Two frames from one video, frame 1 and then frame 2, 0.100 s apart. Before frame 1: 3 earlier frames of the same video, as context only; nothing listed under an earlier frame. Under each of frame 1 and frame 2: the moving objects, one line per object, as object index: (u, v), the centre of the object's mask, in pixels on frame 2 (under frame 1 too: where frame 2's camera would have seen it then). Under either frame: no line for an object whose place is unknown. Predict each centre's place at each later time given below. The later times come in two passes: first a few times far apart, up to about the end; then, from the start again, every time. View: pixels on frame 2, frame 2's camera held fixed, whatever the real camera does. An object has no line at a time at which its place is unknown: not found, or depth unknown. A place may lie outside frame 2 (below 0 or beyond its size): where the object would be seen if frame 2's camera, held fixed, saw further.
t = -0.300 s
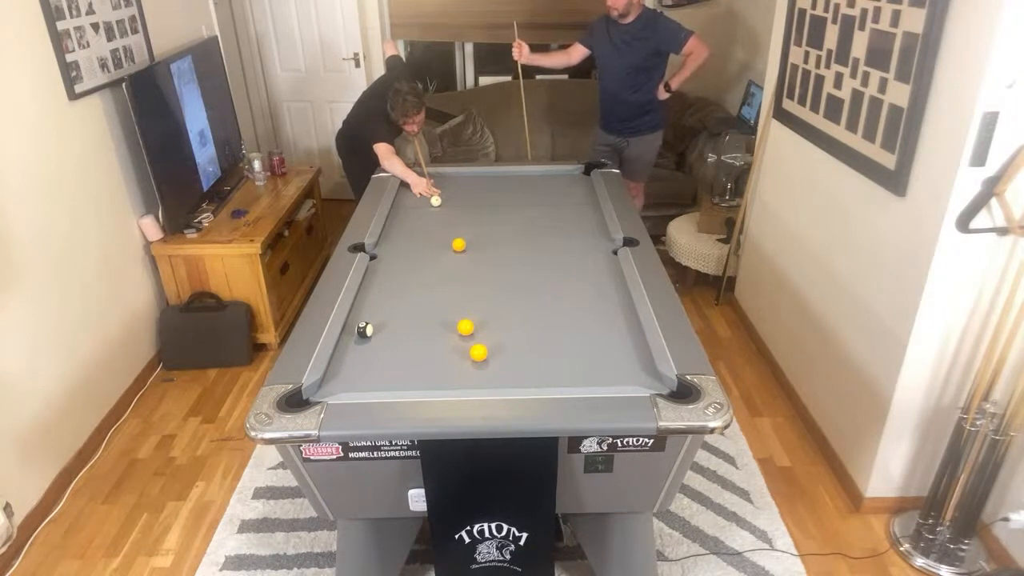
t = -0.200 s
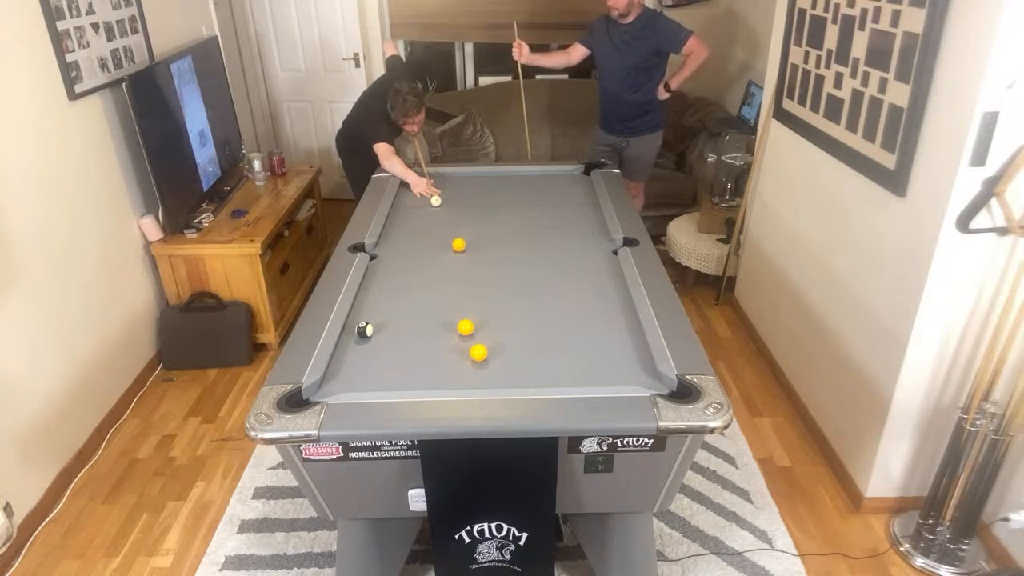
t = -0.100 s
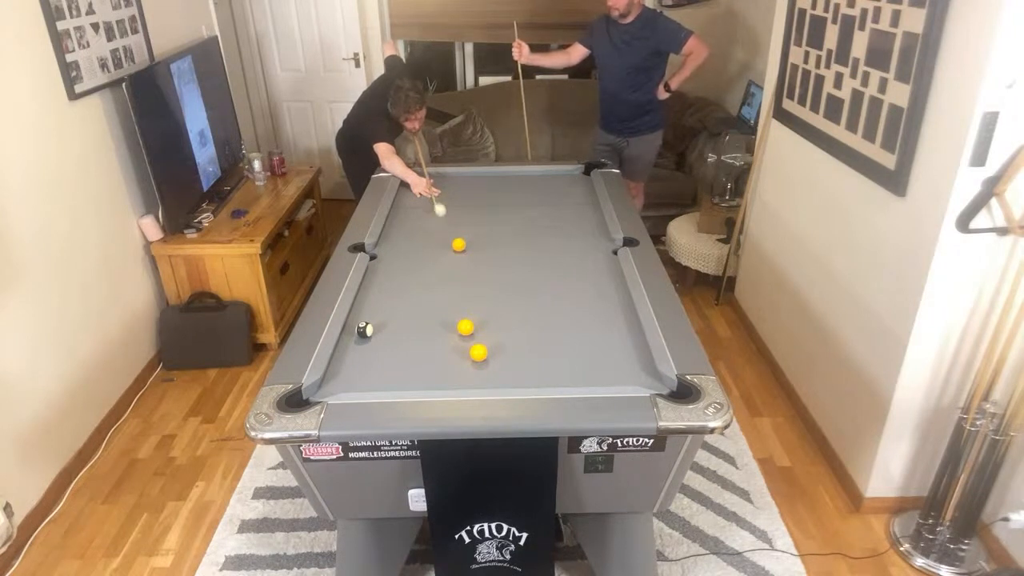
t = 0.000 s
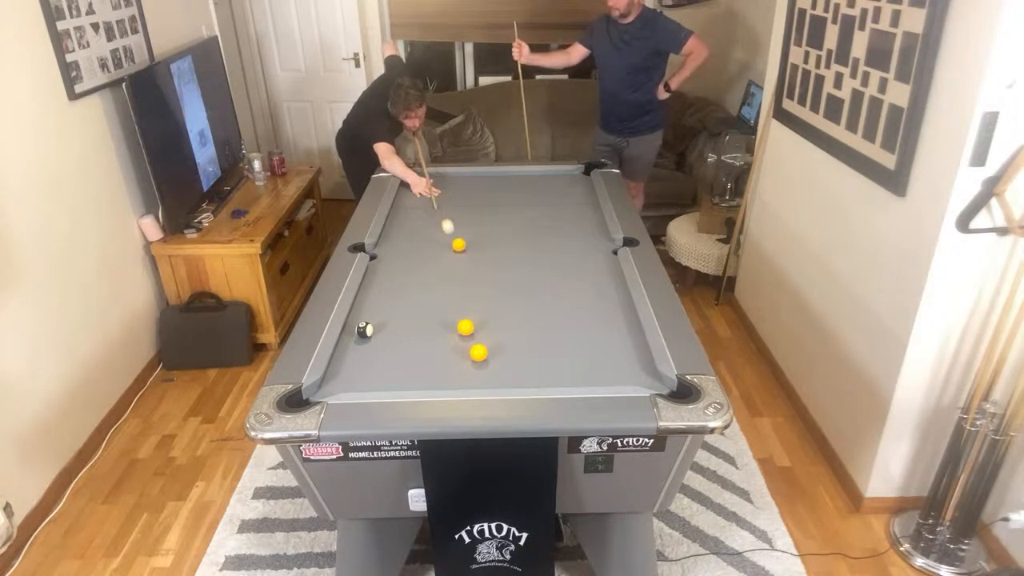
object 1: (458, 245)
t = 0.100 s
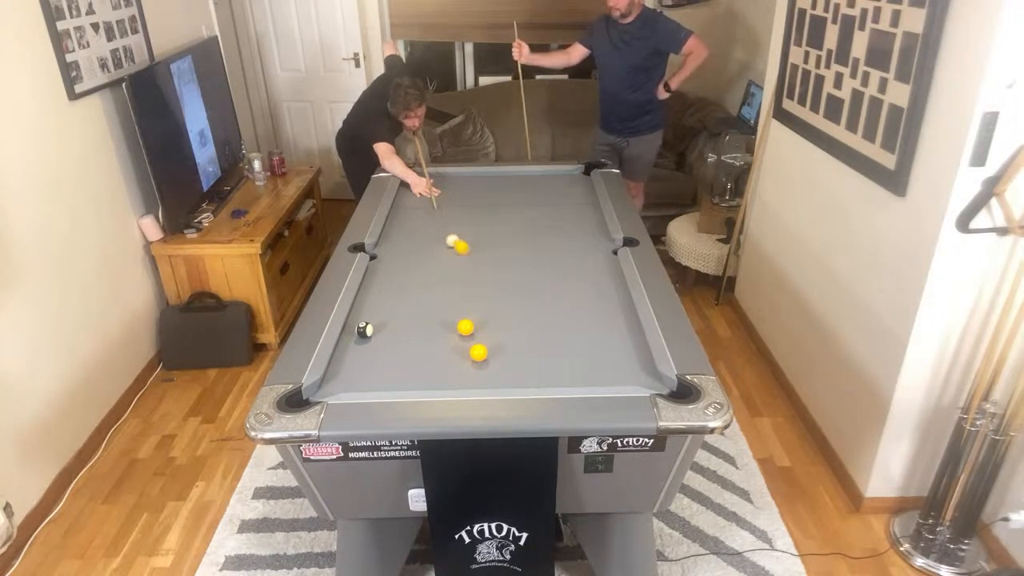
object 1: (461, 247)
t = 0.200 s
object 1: (475, 260)
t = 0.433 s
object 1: (502, 287)
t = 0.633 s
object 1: (527, 311)
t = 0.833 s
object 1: (556, 339)
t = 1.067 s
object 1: (594, 375)
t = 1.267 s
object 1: (613, 366)
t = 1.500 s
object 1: (629, 344)
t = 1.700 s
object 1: (630, 329)
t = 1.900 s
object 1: (617, 316)
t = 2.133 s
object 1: (603, 303)
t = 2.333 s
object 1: (592, 293)
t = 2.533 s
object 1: (582, 284)
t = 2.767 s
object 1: (572, 274)
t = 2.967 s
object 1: (564, 267)
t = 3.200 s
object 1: (556, 259)
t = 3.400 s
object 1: (549, 253)
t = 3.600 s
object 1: (543, 247)
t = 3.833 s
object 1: (537, 241)
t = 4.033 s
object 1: (531, 237)
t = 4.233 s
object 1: (526, 233)
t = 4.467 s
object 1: (521, 228)
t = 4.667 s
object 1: (517, 225)
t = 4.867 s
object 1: (513, 222)
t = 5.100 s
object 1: (509, 219)
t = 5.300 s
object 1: (506, 217)
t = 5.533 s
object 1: (503, 215)
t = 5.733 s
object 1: (501, 213)
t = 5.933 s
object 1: (499, 211)
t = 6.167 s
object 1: (497, 210)
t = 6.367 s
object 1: (496, 209)
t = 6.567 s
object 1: (496, 209)
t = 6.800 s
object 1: (495, 208)
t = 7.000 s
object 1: (495, 208)
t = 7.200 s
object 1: (495, 208)
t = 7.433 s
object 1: (495, 208)
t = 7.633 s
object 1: (495, 208)
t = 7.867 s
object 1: (495, 208)
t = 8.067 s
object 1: (495, 208)
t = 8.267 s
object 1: (495, 208)
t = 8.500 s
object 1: (495, 208)
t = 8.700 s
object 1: (495, 208)
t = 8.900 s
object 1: (495, 208)
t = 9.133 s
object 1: (495, 208)
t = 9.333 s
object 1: (495, 208)
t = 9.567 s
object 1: (495, 208)
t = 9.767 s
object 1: (495, 208)
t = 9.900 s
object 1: (495, 208)
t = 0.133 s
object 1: (466, 252)
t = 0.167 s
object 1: (470, 256)
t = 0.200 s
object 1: (475, 260)
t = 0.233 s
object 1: (478, 264)
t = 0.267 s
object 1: (482, 268)
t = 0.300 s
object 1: (486, 272)
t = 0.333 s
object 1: (490, 275)
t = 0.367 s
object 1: (494, 279)
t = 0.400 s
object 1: (498, 283)
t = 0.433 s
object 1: (502, 287)
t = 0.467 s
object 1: (506, 291)
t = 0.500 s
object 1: (510, 295)
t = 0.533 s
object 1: (515, 299)
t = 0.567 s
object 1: (519, 303)
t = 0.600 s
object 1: (523, 307)
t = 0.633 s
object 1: (527, 311)
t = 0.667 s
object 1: (532, 316)
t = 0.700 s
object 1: (536, 320)
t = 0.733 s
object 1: (541, 325)
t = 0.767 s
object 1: (546, 330)
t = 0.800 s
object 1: (551, 334)
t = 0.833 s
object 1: (556, 339)
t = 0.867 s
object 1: (561, 344)
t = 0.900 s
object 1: (567, 349)
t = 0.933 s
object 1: (572, 354)
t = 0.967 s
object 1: (577, 359)
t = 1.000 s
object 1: (582, 364)
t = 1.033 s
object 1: (588, 370)
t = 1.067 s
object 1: (594, 375)
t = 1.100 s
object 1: (599, 379)
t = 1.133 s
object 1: (604, 379)
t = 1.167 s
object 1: (606, 377)
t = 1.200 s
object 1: (608, 373)
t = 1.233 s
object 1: (611, 369)
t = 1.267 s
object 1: (613, 366)
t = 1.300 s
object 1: (616, 362)
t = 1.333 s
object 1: (618, 359)
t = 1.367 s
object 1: (620, 356)
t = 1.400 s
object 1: (623, 353)
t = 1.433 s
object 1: (624, 350)
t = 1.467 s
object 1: (627, 347)
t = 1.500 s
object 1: (629, 344)
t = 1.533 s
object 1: (631, 341)
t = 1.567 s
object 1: (633, 338)
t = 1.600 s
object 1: (635, 336)
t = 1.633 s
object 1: (634, 333)
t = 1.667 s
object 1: (632, 331)
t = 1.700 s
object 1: (630, 329)
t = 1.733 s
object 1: (628, 327)
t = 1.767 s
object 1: (625, 324)
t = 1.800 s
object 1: (623, 322)
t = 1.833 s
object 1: (621, 320)
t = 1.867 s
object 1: (619, 318)
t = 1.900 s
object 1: (617, 316)
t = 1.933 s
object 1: (615, 314)
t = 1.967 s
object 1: (613, 312)
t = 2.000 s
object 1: (611, 310)
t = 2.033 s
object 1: (609, 308)
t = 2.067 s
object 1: (607, 307)
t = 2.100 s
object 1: (605, 305)
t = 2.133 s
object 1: (603, 303)
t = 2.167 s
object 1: (601, 301)
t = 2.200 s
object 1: (599, 300)
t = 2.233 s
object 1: (597, 298)
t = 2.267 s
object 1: (596, 296)
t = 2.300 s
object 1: (594, 295)
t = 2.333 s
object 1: (592, 293)
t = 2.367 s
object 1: (590, 292)
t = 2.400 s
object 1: (589, 290)
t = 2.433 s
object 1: (587, 289)
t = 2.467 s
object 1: (585, 287)
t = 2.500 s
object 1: (584, 286)
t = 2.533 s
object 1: (582, 284)
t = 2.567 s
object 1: (581, 283)
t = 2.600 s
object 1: (579, 281)
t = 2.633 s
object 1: (578, 280)
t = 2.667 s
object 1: (576, 278)
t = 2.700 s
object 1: (575, 277)
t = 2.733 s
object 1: (573, 276)
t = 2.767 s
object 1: (572, 274)
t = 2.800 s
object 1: (571, 273)
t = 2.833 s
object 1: (569, 272)
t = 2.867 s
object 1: (568, 270)
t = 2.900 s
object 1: (566, 269)
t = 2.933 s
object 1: (565, 268)
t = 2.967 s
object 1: (564, 267)
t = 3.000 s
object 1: (563, 266)
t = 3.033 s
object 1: (562, 264)
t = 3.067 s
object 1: (560, 264)
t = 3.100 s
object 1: (559, 262)
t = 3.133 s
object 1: (558, 261)
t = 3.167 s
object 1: (557, 260)
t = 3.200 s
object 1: (556, 259)
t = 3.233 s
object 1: (555, 258)
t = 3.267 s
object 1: (553, 257)
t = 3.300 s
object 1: (552, 256)
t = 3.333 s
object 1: (551, 255)
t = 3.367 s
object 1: (550, 254)
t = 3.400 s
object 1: (549, 253)
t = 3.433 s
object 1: (548, 252)
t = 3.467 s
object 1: (547, 251)
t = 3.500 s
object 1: (546, 250)
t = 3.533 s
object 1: (545, 249)
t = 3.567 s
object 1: (544, 248)
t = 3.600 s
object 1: (543, 247)
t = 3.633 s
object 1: (542, 246)
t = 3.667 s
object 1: (541, 246)
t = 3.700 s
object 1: (540, 245)
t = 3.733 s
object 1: (539, 244)
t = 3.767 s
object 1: (538, 243)
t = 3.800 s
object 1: (538, 242)
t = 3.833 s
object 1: (537, 241)
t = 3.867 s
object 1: (536, 241)
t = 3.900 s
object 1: (535, 240)
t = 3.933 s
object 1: (534, 239)
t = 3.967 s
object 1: (533, 238)
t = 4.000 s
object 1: (532, 238)
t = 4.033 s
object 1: (531, 237)
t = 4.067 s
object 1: (531, 236)
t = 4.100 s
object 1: (530, 235)
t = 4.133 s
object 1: (529, 235)
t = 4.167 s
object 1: (528, 234)
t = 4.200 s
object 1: (527, 233)
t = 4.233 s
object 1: (526, 233)
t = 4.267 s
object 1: (526, 232)
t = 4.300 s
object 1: (525, 231)
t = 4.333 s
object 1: (524, 231)
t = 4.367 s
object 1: (523, 230)
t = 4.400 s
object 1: (523, 229)
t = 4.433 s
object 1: (522, 229)
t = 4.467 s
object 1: (521, 228)
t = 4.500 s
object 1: (520, 228)
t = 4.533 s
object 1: (520, 227)
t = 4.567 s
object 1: (519, 227)
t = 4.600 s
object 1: (518, 226)
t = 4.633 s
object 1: (518, 225)
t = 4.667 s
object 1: (517, 225)
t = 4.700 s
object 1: (516, 224)
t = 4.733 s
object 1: (516, 224)
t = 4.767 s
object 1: (515, 224)
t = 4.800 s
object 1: (515, 223)
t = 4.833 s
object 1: (514, 223)
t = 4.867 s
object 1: (513, 222)
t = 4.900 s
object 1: (513, 222)
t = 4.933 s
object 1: (512, 221)
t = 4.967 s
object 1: (511, 221)
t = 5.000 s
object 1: (511, 220)
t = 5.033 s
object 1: (510, 220)
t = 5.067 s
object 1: (510, 220)
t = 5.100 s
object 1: (509, 219)
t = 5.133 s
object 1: (509, 219)
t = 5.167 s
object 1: (508, 219)
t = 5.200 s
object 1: (508, 218)
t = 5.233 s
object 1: (507, 218)
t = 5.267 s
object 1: (507, 217)
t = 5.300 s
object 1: (506, 217)
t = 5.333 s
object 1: (506, 217)
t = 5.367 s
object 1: (506, 216)
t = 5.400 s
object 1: (505, 216)
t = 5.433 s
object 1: (505, 216)
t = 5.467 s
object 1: (504, 215)
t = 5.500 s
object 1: (504, 215)
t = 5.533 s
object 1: (503, 215)
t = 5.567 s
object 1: (503, 214)
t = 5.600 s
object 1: (503, 214)
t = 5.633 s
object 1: (502, 214)
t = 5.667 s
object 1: (502, 213)
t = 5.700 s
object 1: (502, 213)
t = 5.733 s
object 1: (501, 213)
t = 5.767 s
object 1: (501, 213)
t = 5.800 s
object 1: (500, 212)
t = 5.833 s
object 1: (500, 212)
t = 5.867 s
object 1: (500, 212)
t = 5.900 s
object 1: (500, 212)
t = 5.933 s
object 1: (499, 211)
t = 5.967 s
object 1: (499, 211)
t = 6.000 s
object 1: (499, 211)
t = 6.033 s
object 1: (499, 211)
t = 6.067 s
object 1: (498, 211)
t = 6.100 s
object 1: (498, 211)
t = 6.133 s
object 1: (498, 210)
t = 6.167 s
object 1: (497, 210)
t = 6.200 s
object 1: (497, 210)
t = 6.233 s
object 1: (497, 210)
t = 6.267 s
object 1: (497, 210)
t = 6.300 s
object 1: (497, 210)
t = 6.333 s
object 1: (496, 209)
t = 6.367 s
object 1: (496, 209)
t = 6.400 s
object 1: (496, 209)
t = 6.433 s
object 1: (496, 209)
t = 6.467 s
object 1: (496, 209)
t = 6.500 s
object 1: (496, 209)
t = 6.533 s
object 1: (496, 209)
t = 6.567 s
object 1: (496, 209)
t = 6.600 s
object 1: (495, 209)
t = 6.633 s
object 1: (495, 208)
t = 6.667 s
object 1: (495, 208)
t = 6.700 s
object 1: (495, 208)
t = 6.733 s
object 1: (495, 208)
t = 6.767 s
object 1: (495, 208)
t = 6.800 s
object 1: (495, 208)
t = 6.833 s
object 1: (495, 208)
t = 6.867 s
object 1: (495, 208)
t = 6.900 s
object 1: (495, 208)
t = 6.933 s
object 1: (494, 208)
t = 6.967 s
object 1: (494, 208)
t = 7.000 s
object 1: (495, 208)
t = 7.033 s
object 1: (495, 208)
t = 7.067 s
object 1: (494, 208)
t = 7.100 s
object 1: (495, 208)
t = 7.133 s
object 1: (495, 208)
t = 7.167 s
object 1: (495, 208)
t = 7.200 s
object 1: (495, 208)
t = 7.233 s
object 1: (495, 208)
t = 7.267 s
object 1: (495, 208)
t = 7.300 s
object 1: (495, 208)
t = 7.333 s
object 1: (495, 208)
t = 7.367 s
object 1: (495, 208)
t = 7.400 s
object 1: (495, 208)
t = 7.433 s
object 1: (495, 208)
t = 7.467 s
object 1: (495, 208)
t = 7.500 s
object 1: (495, 208)
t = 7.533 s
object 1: (495, 208)
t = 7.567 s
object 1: (495, 208)
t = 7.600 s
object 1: (495, 208)
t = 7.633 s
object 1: (495, 208)
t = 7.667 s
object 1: (495, 208)
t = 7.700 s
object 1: (495, 208)
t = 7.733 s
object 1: (495, 208)
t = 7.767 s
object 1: (495, 208)
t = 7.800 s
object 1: (495, 208)
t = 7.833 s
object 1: (495, 208)
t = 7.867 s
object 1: (495, 208)
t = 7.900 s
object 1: (495, 208)
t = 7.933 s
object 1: (495, 208)
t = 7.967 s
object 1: (495, 208)
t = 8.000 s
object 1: (495, 208)
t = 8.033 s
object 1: (495, 208)
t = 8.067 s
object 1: (495, 208)
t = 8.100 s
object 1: (495, 208)
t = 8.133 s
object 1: (495, 208)
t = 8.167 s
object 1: (495, 208)
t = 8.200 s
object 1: (495, 208)
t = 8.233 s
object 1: (495, 208)
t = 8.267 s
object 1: (495, 208)
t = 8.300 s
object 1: (495, 208)
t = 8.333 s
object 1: (495, 208)
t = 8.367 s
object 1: (495, 208)
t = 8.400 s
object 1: (495, 208)
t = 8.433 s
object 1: (495, 208)
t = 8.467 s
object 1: (495, 208)
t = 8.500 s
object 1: (495, 208)
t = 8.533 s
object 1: (495, 208)
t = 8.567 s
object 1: (495, 208)
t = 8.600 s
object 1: (495, 208)
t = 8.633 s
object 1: (495, 208)
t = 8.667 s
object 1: (495, 208)
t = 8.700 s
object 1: (495, 208)
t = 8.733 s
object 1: (495, 208)
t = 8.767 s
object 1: (495, 208)
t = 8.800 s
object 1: (495, 208)
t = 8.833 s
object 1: (495, 208)
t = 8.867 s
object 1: (495, 208)
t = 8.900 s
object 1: (495, 208)
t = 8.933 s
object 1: (495, 208)
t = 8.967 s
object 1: (495, 208)
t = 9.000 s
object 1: (495, 208)
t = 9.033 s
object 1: (495, 208)
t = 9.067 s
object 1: (495, 208)
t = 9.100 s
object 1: (495, 208)
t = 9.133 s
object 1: (495, 208)
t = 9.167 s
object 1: (495, 208)
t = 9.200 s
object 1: (495, 208)
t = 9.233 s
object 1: (495, 208)
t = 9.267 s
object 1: (495, 208)
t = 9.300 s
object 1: (495, 208)
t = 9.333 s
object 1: (495, 208)
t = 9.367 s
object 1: (495, 208)
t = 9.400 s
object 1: (495, 208)
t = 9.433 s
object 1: (495, 208)
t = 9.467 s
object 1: (495, 208)
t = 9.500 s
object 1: (495, 208)
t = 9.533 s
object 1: (495, 208)
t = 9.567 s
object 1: (495, 208)
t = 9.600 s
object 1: (495, 208)
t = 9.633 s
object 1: (495, 208)
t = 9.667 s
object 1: (495, 208)
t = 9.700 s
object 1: (495, 208)
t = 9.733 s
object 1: (495, 208)
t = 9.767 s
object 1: (495, 208)
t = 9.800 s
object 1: (495, 208)
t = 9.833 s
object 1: (495, 208)
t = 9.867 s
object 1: (495, 208)
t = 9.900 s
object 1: (495, 208)
